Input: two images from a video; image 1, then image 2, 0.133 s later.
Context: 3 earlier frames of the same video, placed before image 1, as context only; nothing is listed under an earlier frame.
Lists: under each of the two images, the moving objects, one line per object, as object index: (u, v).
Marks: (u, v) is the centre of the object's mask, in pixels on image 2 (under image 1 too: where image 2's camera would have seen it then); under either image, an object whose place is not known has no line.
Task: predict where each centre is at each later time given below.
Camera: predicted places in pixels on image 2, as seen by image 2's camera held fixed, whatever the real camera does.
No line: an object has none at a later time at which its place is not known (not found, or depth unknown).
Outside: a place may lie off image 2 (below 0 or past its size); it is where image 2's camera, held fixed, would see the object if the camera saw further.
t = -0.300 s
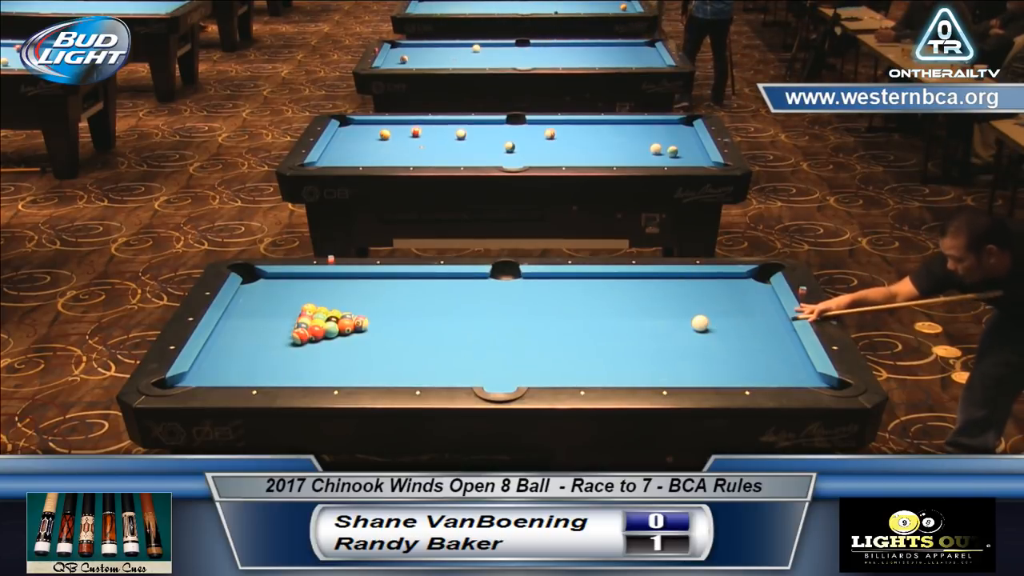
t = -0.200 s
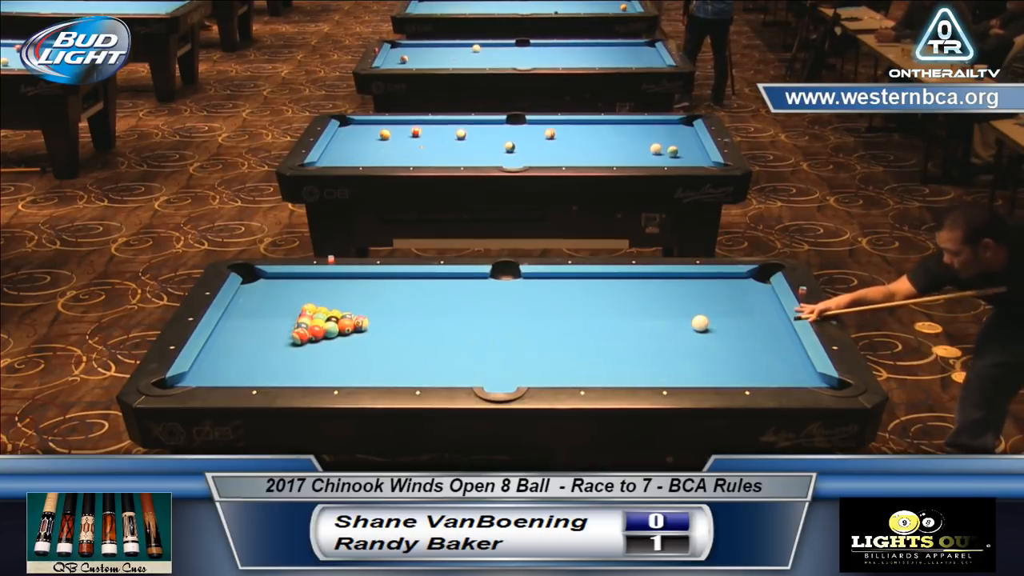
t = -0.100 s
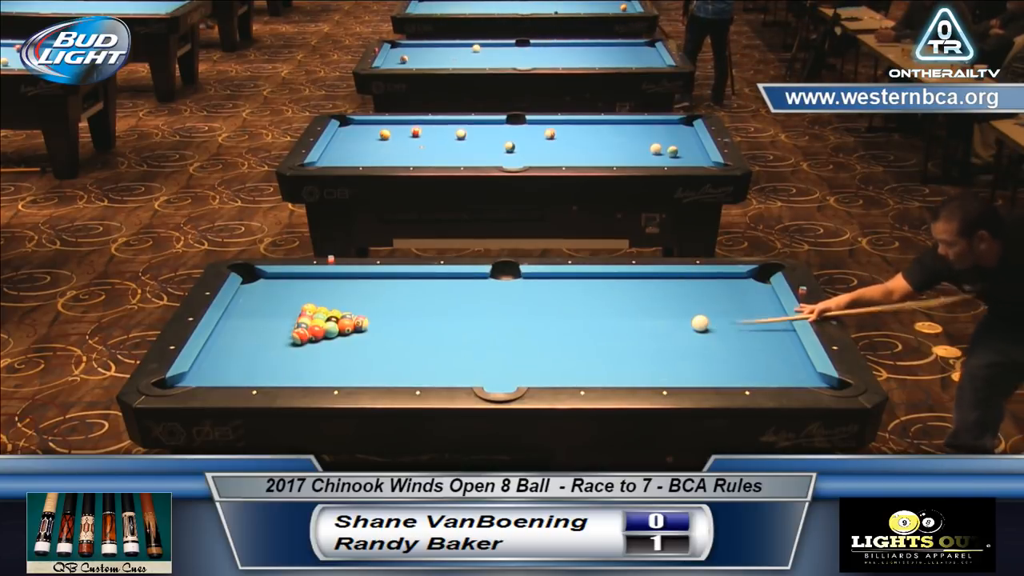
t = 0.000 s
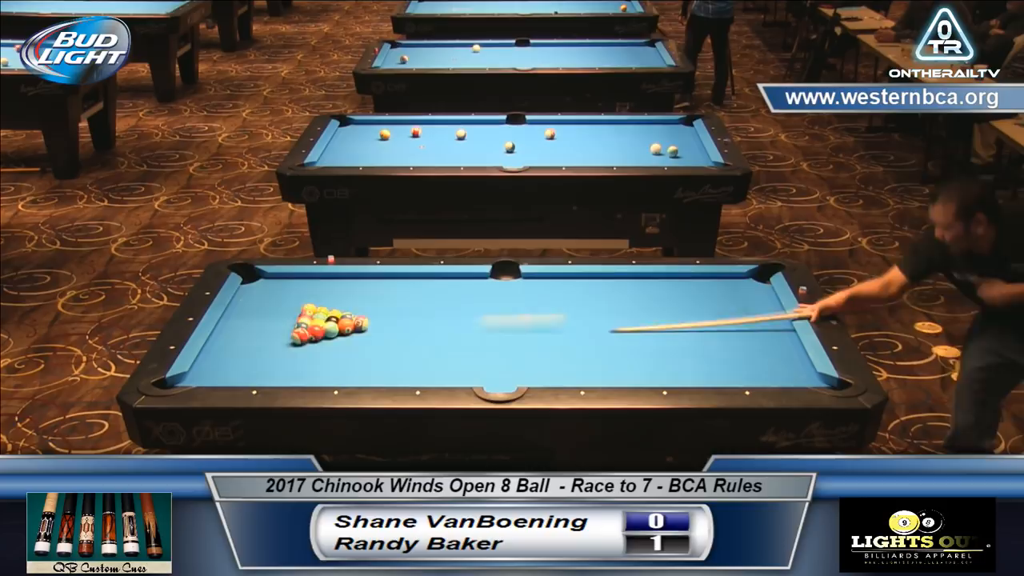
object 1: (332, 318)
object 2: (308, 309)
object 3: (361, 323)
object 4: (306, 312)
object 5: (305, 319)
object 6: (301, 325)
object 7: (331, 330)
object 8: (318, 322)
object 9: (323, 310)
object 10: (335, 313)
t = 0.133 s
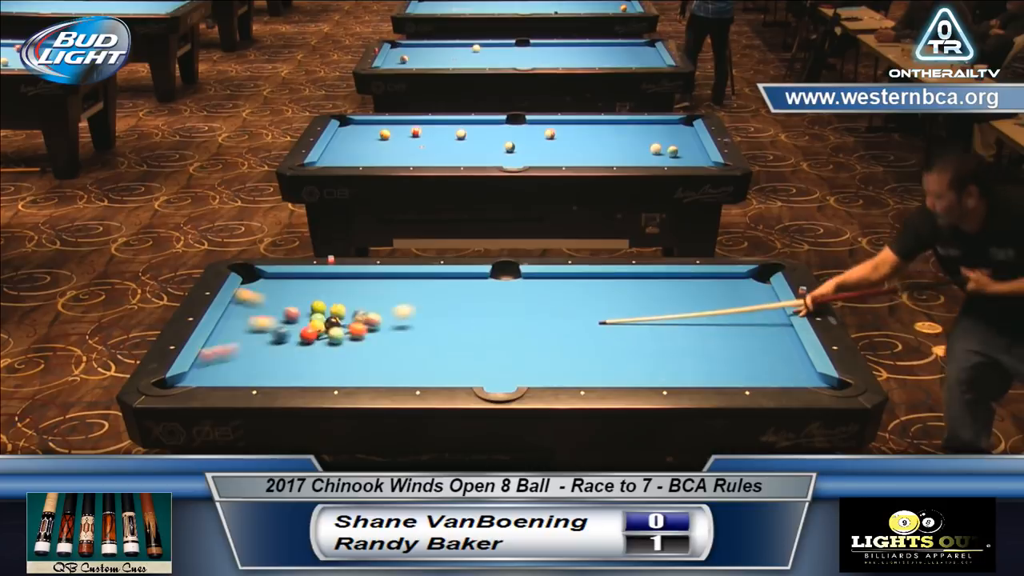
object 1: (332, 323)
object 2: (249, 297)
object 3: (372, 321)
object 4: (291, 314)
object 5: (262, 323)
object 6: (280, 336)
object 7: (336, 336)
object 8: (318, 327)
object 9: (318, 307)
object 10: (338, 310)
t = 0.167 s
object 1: (332, 324)
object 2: (255, 292)
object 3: (379, 322)
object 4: (285, 314)
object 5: (244, 323)
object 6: (271, 337)
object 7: (338, 338)
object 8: (317, 328)
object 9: (317, 305)
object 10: (339, 309)
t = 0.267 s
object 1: (332, 326)
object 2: (320, 284)
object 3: (396, 322)
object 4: (270, 311)
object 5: (244, 323)
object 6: (248, 342)
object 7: (344, 345)
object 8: (315, 330)
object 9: (314, 299)
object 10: (342, 303)
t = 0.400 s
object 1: (331, 327)
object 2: (392, 277)
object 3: (419, 321)
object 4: (250, 307)
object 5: (284, 322)
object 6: (216, 349)
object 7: (352, 354)
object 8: (313, 332)
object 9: (310, 291)
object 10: (347, 295)
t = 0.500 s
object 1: (337, 329)
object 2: (433, 282)
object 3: (436, 321)
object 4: (236, 304)
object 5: (298, 321)
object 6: (215, 352)
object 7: (359, 361)
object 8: (311, 333)
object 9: (307, 285)
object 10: (349, 290)
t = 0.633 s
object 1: (357, 336)
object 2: (488, 288)
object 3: (458, 320)
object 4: (249, 302)
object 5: (307, 319)
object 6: (227, 357)
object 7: (367, 370)
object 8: (308, 335)
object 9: (304, 277)
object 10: (354, 282)
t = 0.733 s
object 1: (371, 339)
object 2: (529, 291)
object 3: (476, 319)
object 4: (259, 301)
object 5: (313, 317)
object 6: (236, 360)
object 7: (373, 375)
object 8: (306, 336)
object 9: (300, 278)
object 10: (356, 277)
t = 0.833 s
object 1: (385, 343)
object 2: (571, 294)
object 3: (492, 319)
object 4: (268, 299)
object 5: (318, 316)
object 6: (245, 363)
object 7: (384, 375)
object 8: (305, 338)
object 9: (295, 281)
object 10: (360, 279)
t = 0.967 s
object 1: (404, 349)
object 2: (626, 301)
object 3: (513, 318)
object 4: (280, 298)
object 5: (324, 314)
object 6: (257, 367)
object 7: (400, 373)
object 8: (303, 339)
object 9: (289, 285)
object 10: (365, 282)
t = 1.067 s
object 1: (418, 352)
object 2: (669, 305)
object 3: (528, 318)
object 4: (289, 297)
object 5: (329, 312)
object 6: (266, 370)
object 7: (411, 370)
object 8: (301, 340)
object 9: (283, 287)
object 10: (369, 285)
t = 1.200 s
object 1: (438, 357)
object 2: (727, 311)
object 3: (549, 317)
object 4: (300, 294)
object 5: (335, 310)
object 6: (278, 373)
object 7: (426, 365)
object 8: (300, 341)
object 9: (278, 292)
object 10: (375, 289)
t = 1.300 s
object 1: (455, 360)
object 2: (771, 315)
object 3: (564, 316)
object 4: (308, 294)
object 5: (338, 308)
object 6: (286, 374)
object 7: (433, 363)
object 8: (299, 342)
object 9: (273, 296)
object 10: (379, 291)
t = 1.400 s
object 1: (473, 362)
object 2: (770, 320)
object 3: (579, 316)
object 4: (316, 292)
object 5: (341, 307)
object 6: (295, 376)
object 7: (437, 362)
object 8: (298, 343)
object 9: (269, 299)
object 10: (382, 293)
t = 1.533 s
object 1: (498, 365)
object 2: (741, 327)
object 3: (598, 315)
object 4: (327, 290)
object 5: (346, 305)
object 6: (306, 376)
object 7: (443, 362)
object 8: (296, 344)
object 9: (263, 302)
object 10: (388, 296)
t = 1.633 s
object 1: (516, 367)
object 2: (718, 332)
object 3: (612, 315)
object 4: (334, 289)
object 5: (349, 303)
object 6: (314, 375)
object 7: (447, 361)
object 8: (296, 344)
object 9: (259, 305)
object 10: (391, 299)
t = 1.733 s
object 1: (534, 368)
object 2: (695, 337)
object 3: (626, 314)
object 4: (341, 288)
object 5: (352, 302)
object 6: (322, 374)
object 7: (451, 360)
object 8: (295, 345)
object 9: (255, 308)
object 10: (395, 301)
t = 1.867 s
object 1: (558, 371)
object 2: (665, 344)
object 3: (643, 311)
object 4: (351, 287)
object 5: (356, 301)
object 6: (332, 373)
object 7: (456, 359)
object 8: (295, 345)
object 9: (250, 312)
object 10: (400, 304)
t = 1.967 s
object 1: (576, 372)
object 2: (641, 349)
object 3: (657, 313)
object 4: (357, 285)
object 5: (359, 300)
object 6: (339, 372)
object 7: (459, 359)
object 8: (294, 346)
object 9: (246, 314)
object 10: (403, 306)
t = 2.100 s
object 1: (599, 373)
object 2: (610, 356)
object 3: (675, 313)
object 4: (366, 284)
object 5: (362, 299)
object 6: (348, 371)
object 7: (463, 358)
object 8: (294, 346)
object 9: (241, 318)
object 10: (408, 310)
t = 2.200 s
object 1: (617, 375)
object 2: (586, 361)
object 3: (687, 312)
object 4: (373, 283)
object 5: (365, 298)
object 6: (355, 370)
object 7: (466, 357)
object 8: (293, 346)
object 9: (238, 321)
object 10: (412, 311)
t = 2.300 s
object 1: (634, 376)
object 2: (562, 367)
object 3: (700, 312)
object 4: (379, 282)
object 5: (367, 296)
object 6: (362, 369)
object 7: (468, 357)
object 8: (293, 346)
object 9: (234, 323)
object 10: (415, 314)
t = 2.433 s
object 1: (657, 377)
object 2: (529, 373)
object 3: (716, 311)
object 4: (386, 280)
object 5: (370, 295)
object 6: (370, 368)
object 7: (471, 356)
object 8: (293, 346)
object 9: (230, 327)
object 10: (419, 316)
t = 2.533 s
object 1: (672, 377)
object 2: (505, 379)
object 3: (727, 311)
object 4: (392, 280)
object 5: (372, 294)
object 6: (376, 366)
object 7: (473, 356)
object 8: (293, 346)
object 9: (227, 329)
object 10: (422, 318)
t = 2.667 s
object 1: (690, 376)
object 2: (493, 380)
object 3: (743, 310)
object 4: (399, 279)
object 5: (375, 294)
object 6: (384, 365)
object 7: (476, 355)
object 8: (293, 346)
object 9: (222, 332)
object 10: (426, 322)
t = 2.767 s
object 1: (704, 375)
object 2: (500, 375)
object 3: (754, 309)
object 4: (404, 278)
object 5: (376, 293)
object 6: (388, 364)
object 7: (477, 355)
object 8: (293, 346)
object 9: (219, 335)
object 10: (430, 323)
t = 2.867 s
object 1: (717, 375)
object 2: (506, 371)
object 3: (766, 309)
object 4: (409, 277)
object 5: (377, 292)
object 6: (394, 363)
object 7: (479, 355)
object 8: (293, 346)
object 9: (217, 337)
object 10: (432, 325)
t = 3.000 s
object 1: (734, 374)
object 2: (513, 367)
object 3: (774, 308)
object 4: (415, 276)
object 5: (379, 292)
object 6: (400, 362)
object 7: (480, 354)
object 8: (293, 346)
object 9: (217, 339)
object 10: (436, 328)
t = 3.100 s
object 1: (747, 374)
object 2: (519, 363)
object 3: (768, 308)
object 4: (420, 276)
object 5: (381, 291)
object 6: (405, 361)
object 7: (481, 354)
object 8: (293, 346)
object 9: (217, 341)
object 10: (439, 329)
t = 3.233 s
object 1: (763, 373)
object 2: (526, 358)
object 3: (759, 308)
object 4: (424, 276)
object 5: (382, 290)
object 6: (411, 359)
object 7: (482, 353)
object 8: (293, 346)
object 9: (216, 343)
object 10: (440, 332)
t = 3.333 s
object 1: (775, 373)
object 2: (530, 355)
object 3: (752, 308)
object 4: (427, 276)
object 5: (383, 290)
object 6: (415, 358)
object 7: (482, 353)
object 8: (293, 346)
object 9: (217, 345)
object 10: (433, 335)
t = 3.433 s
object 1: (786, 372)
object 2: (535, 351)
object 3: (747, 308)
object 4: (430, 277)
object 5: (384, 288)
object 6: (419, 358)
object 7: (482, 353)
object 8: (293, 346)
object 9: (217, 347)
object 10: (426, 337)
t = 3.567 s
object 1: (801, 372)
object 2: (542, 347)
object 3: (740, 307)
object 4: (433, 277)
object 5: (385, 289)
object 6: (424, 357)
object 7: (482, 353)
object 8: (293, 346)
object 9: (217, 348)
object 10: (417, 340)
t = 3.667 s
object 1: (805, 371)
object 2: (546, 344)
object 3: (734, 307)
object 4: (435, 277)
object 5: (385, 288)
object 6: (427, 356)
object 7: (482, 353)
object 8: (293, 346)
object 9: (217, 349)
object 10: (411, 342)
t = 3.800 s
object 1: (796, 370)
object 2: (551, 340)
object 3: (726, 307)
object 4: (438, 278)
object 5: (386, 288)
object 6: (431, 356)
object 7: (482, 353)
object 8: (293, 346)
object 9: (217, 351)
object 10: (403, 345)
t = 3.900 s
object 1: (790, 369)
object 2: (555, 337)
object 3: (721, 307)
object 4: (440, 278)
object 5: (386, 288)
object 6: (434, 355)
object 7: (482, 353)
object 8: (293, 346)
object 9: (217, 352)
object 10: (397, 348)
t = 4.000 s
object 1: (783, 369)
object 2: (559, 335)
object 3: (717, 307)
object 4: (442, 278)
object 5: (386, 288)
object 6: (437, 354)
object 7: (482, 353)
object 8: (293, 346)
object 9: (218, 354)
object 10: (391, 350)
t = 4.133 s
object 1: (775, 369)
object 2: (564, 331)
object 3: (711, 306)
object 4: (444, 278)
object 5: (386, 288)
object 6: (440, 354)
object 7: (482, 353)
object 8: (293, 346)
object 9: (218, 355)
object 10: (383, 352)
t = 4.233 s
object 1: (769, 368)
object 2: (567, 329)
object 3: (706, 306)
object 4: (446, 279)
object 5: (386, 288)
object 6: (442, 353)
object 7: (482, 353)
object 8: (293, 346)
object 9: (218, 356)
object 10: (378, 354)
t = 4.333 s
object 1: (764, 368)
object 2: (570, 326)
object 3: (702, 306)
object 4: (447, 279)
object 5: (386, 288)
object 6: (444, 353)
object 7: (482, 353)
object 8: (293, 346)
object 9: (218, 357)
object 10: (372, 356)
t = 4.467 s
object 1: (757, 367)
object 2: (575, 323)
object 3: (697, 306)
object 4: (448, 279)
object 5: (386, 288)
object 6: (447, 353)
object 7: (482, 353)
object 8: (293, 346)
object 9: (219, 358)
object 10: (365, 359)
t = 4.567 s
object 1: (752, 367)
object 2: (578, 321)
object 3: (693, 306)
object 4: (449, 279)
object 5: (386, 288)
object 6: (448, 352)
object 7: (482, 353)
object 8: (293, 346)
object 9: (219, 358)
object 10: (360, 361)
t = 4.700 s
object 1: (746, 367)
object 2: (581, 318)
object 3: (689, 305)
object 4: (450, 279)
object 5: (386, 288)
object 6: (450, 352)
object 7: (482, 353)
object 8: (293, 346)
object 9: (220, 359)
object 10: (354, 363)
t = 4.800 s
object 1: (741, 366)
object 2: (584, 316)
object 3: (685, 305)
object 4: (451, 279)
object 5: (386, 288)
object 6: (451, 352)
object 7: (482, 353)
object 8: (293, 346)
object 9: (220, 359)
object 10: (349, 364)
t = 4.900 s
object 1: (737, 366)
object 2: (586, 314)
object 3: (682, 305)
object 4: (451, 279)
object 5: (386, 288)
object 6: (452, 352)
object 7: (481, 353)
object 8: (293, 346)
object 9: (221, 360)
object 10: (345, 366)
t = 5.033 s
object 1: (732, 366)
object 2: (590, 312)
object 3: (678, 304)
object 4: (451, 279)
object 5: (386, 288)
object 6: (453, 352)
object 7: (481, 353)
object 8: (293, 346)
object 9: (221, 360)
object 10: (339, 368)
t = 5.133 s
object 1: (728, 365)
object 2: (592, 310)
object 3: (676, 304)
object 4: (451, 279)
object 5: (385, 288)
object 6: (454, 352)
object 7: (482, 353)
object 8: (293, 346)
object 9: (221, 360)
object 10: (335, 370)
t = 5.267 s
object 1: (724, 365)
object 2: (594, 308)
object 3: (673, 304)
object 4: (451, 279)
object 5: (386, 288)
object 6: (454, 352)
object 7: (482, 353)
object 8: (293, 346)
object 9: (222, 361)
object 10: (330, 371)
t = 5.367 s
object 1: (720, 365)
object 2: (596, 306)
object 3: (670, 305)
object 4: (451, 279)
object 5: (385, 289)
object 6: (454, 352)
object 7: (481, 353)
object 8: (294, 346)
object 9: (221, 361)
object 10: (326, 372)
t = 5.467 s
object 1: (717, 365)
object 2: (598, 305)
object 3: (669, 304)
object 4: (451, 279)
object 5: (385, 289)
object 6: (454, 352)
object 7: (481, 353)
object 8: (294, 346)
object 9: (221, 361)
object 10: (322, 373)
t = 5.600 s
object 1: (714, 365)
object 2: (601, 303)
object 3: (667, 304)
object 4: (451, 279)
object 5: (385, 289)
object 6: (454, 352)
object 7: (481, 353)
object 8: (294, 346)
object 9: (221, 361)
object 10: (318, 374)
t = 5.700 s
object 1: (712, 365)
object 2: (602, 302)
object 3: (665, 304)
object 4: (451, 279)
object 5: (385, 289)
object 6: (454, 352)
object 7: (481, 353)
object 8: (294, 346)
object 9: (221, 361)
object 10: (315, 374)
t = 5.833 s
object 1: (709, 364)
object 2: (605, 300)
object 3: (664, 303)
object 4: (451, 279)
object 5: (386, 288)
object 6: (454, 352)
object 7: (481, 353)
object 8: (294, 346)
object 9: (221, 361)
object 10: (312, 375)
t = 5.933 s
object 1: (707, 364)
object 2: (606, 299)
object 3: (663, 303)
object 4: (451, 279)
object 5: (386, 288)
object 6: (454, 352)
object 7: (481, 353)
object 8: (294, 346)
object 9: (221, 361)
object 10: (309, 376)
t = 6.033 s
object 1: (705, 364)
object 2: (607, 298)
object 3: (663, 303)
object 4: (451, 279)
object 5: (386, 288)
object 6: (454, 352)
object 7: (481, 353)
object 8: (294, 346)
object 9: (221, 361)
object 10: (307, 376)
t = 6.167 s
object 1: (703, 364)
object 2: (609, 297)
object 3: (662, 303)
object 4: (451, 279)
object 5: (386, 288)
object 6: (454, 352)
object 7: (481, 353)
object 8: (294, 346)
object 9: (221, 361)
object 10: (306, 376)
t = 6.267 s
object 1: (702, 364)
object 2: (610, 296)
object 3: (662, 303)
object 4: (451, 279)
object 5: (386, 288)
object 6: (454, 352)
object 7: (481, 353)
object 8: (294, 346)
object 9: (221, 361)
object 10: (305, 375)
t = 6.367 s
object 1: (701, 364)
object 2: (611, 295)
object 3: (662, 303)
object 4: (451, 279)
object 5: (386, 288)
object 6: (454, 352)
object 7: (481, 353)
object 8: (294, 346)
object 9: (221, 361)
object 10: (304, 375)
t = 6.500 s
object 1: (701, 363)
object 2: (612, 294)
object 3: (661, 303)
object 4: (451, 279)
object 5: (386, 288)
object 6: (454, 352)
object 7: (481, 353)
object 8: (294, 346)
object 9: (221, 361)
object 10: (304, 375)
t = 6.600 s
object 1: (700, 363)
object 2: (613, 293)
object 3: (661, 303)
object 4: (451, 279)
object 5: (386, 288)
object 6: (454, 352)
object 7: (481, 353)
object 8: (294, 346)
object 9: (221, 361)
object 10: (303, 375)
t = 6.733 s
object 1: (700, 363)
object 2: (614, 293)
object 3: (661, 303)
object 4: (451, 279)
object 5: (386, 288)
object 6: (454, 352)
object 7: (481, 353)
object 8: (294, 346)
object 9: (221, 361)
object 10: (303, 375)
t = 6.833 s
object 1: (700, 363)
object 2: (615, 292)
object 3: (661, 303)
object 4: (451, 279)
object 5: (386, 288)
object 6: (454, 352)
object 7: (481, 353)
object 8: (294, 346)
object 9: (221, 361)
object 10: (303, 375)
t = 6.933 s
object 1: (700, 363)
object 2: (615, 291)
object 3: (661, 303)
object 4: (451, 279)
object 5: (386, 288)
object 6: (454, 352)
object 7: (481, 353)
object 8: (294, 346)
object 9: (221, 361)
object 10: (303, 375)
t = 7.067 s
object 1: (700, 363)
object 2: (616, 291)
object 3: (661, 303)
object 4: (451, 279)
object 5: (386, 288)
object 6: (454, 352)
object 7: (481, 353)
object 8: (294, 346)
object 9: (221, 361)
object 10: (303, 375)
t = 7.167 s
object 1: (700, 363)
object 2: (616, 291)
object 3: (661, 303)
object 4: (451, 279)
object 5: (386, 288)
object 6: (454, 352)
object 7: (481, 353)
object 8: (294, 346)
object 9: (221, 361)
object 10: (303, 375)
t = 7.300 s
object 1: (700, 363)
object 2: (617, 290)
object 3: (661, 303)
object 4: (451, 279)
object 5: (386, 288)
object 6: (454, 352)
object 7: (481, 353)
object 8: (294, 346)
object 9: (221, 361)
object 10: (303, 375)
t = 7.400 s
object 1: (700, 363)
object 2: (617, 290)
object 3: (661, 303)
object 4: (451, 279)
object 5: (386, 288)
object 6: (454, 352)
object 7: (481, 353)
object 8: (294, 346)
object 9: (221, 361)
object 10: (303, 375)
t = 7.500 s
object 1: (700, 363)
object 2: (617, 290)
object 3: (661, 303)
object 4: (451, 279)
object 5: (386, 288)
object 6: (454, 352)
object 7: (481, 353)
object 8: (294, 346)
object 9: (221, 361)
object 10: (303, 375)
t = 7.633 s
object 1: (700, 363)
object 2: (617, 290)
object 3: (661, 303)
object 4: (451, 279)
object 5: (386, 288)
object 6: (454, 352)
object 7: (481, 353)
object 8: (294, 346)
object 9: (221, 361)
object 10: (303, 375)
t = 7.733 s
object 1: (700, 363)
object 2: (617, 290)
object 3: (661, 303)
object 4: (451, 279)
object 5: (386, 288)
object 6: (454, 352)
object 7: (481, 353)
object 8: (294, 346)
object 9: (221, 361)
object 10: (303, 375)
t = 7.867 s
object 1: (700, 363)
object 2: (617, 290)
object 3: (661, 303)
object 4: (451, 279)
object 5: (386, 288)
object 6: (454, 352)
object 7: (481, 353)
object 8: (294, 346)
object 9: (221, 361)
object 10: (303, 375)
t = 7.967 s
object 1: (700, 363)
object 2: (617, 290)
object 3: (661, 303)
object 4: (451, 279)
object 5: (386, 288)
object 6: (454, 352)
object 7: (481, 353)
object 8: (294, 346)
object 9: (221, 361)
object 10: (303, 375)
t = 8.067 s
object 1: (700, 363)
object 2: (617, 290)
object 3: (661, 303)
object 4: (451, 279)
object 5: (386, 288)
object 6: (454, 352)
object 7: (481, 353)
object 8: (294, 346)
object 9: (221, 361)
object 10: (303, 375)
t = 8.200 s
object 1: (700, 363)
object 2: (617, 290)
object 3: (661, 303)
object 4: (451, 279)
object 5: (386, 288)
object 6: (454, 352)
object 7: (481, 353)
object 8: (294, 346)
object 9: (221, 361)
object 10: (303, 375)
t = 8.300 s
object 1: (700, 363)
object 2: (617, 290)
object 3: (661, 303)
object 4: (451, 279)
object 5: (386, 288)
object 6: (454, 352)
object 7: (481, 353)
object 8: (294, 346)
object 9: (221, 361)
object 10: (303, 375)
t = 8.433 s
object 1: (700, 363)
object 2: (617, 290)
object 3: (661, 303)
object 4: (451, 279)
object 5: (386, 288)
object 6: (454, 352)
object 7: (481, 353)
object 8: (294, 346)
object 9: (221, 361)
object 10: (303, 375)
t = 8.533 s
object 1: (700, 363)
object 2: (617, 290)
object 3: (661, 303)
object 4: (451, 279)
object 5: (386, 288)
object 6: (454, 352)
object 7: (481, 353)
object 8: (294, 346)
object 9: (221, 361)
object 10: (303, 375)
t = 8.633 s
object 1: (700, 363)
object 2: (617, 290)
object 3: (661, 303)
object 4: (451, 279)
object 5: (386, 288)
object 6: (454, 352)
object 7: (481, 353)
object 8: (294, 346)
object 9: (221, 361)
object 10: (303, 375)
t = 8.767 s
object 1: (700, 363)
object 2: (617, 290)
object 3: (661, 303)
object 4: (451, 279)
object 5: (386, 288)
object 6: (454, 352)
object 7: (481, 353)
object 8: (294, 346)
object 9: (221, 361)
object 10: (303, 375)
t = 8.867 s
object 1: (700, 363)
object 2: (617, 290)
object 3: (661, 303)
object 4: (451, 279)
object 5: (386, 288)
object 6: (454, 352)
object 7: (481, 353)
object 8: (294, 346)
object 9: (221, 361)
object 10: (303, 375)
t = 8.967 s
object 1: (700, 363)
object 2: (617, 290)
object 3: (661, 303)
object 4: (451, 279)
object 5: (386, 288)
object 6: (454, 352)
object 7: (481, 353)
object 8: (294, 346)
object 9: (221, 361)
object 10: (303, 375)
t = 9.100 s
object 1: (700, 363)
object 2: (617, 290)
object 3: (661, 303)
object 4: (451, 279)
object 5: (386, 288)
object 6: (454, 352)
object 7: (481, 353)
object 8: (294, 346)
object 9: (221, 361)
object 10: (303, 375)
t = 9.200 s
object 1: (700, 363)
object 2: (616, 290)
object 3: (661, 303)
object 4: (451, 279)
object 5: (386, 288)
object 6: (454, 352)
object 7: (481, 353)
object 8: (294, 346)
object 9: (221, 361)
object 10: (303, 375)
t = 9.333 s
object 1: (700, 363)
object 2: (616, 290)
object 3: (661, 303)
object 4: (451, 279)
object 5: (386, 288)
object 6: (454, 351)
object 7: (481, 353)
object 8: (294, 346)
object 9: (221, 361)
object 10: (303, 375)
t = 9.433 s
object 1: (700, 363)
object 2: (616, 290)
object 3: (661, 303)
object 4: (451, 279)
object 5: (386, 288)
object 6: (454, 352)
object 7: (481, 353)
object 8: (294, 346)
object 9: (221, 361)
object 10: (303, 375)
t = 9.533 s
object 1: (700, 363)
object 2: (616, 290)
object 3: (661, 303)
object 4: (451, 279)
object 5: (386, 288)
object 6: (454, 351)
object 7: (481, 353)
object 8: (294, 346)
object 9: (222, 361)
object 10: (303, 375)
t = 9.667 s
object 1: (700, 363)
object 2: (616, 290)
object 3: (661, 303)
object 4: (451, 279)
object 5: (386, 288)
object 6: (454, 351)
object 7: (481, 353)
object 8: (294, 346)
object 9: (222, 361)
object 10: (303, 375)
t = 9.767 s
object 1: (700, 363)
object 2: (616, 290)
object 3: (661, 303)
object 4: (451, 279)
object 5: (386, 288)
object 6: (454, 352)
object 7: (481, 353)
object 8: (294, 346)
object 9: (222, 361)
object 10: (303, 375)
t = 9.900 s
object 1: (700, 363)
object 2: (616, 290)
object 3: (661, 303)
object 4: (451, 279)
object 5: (386, 288)
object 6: (454, 352)
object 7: (481, 353)
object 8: (294, 346)
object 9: (222, 361)
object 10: (303, 375)
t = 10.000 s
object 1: (700, 363)
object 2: (616, 290)
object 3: (661, 303)
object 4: (451, 279)
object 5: (386, 288)
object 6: (454, 352)
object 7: (482, 353)
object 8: (294, 346)
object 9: (222, 360)
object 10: (303, 375)
